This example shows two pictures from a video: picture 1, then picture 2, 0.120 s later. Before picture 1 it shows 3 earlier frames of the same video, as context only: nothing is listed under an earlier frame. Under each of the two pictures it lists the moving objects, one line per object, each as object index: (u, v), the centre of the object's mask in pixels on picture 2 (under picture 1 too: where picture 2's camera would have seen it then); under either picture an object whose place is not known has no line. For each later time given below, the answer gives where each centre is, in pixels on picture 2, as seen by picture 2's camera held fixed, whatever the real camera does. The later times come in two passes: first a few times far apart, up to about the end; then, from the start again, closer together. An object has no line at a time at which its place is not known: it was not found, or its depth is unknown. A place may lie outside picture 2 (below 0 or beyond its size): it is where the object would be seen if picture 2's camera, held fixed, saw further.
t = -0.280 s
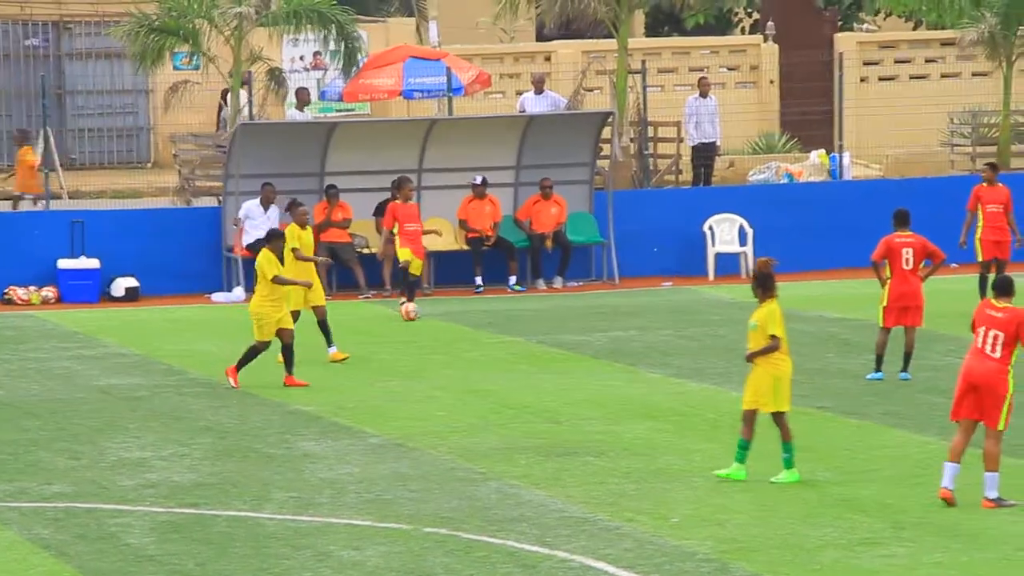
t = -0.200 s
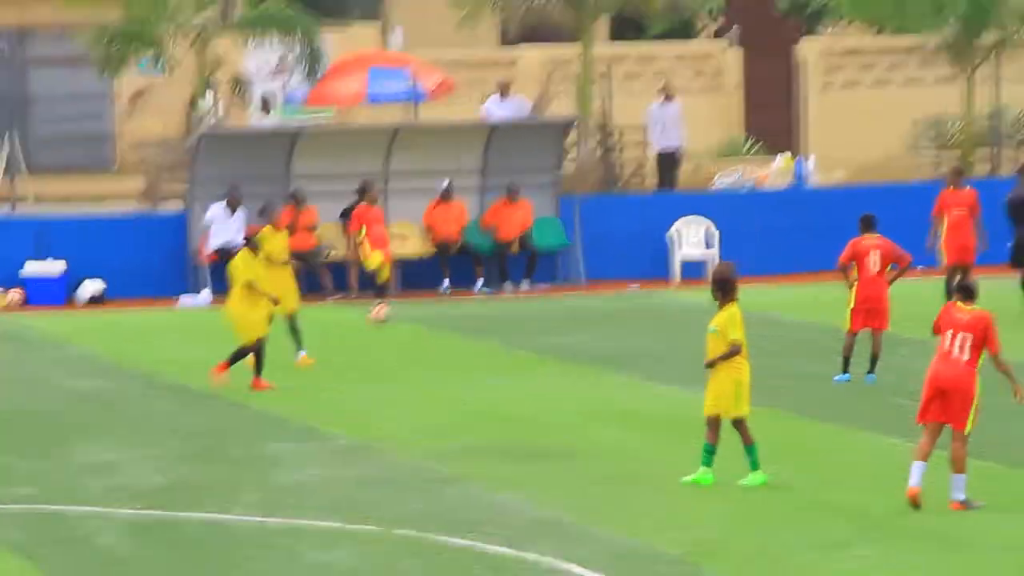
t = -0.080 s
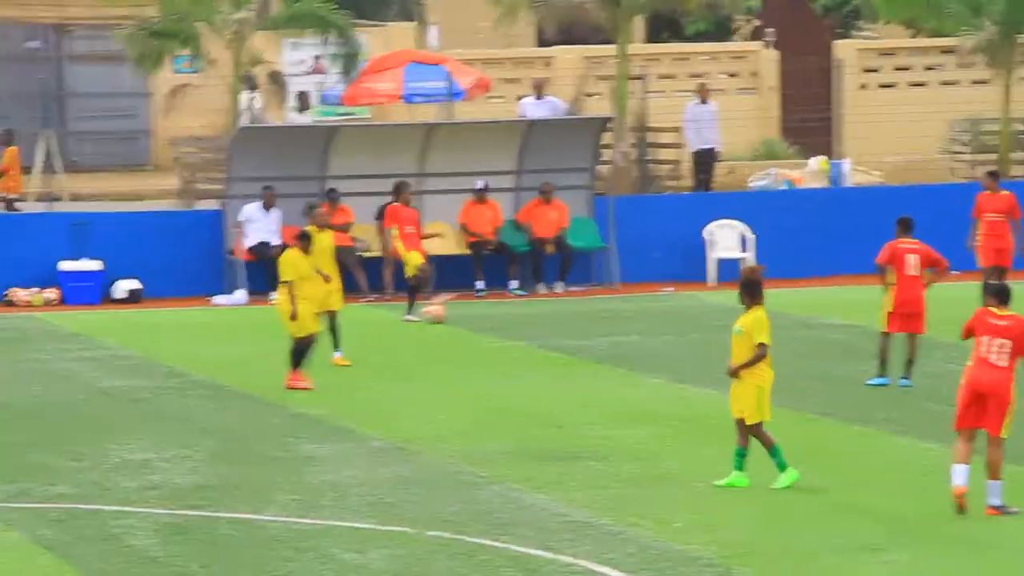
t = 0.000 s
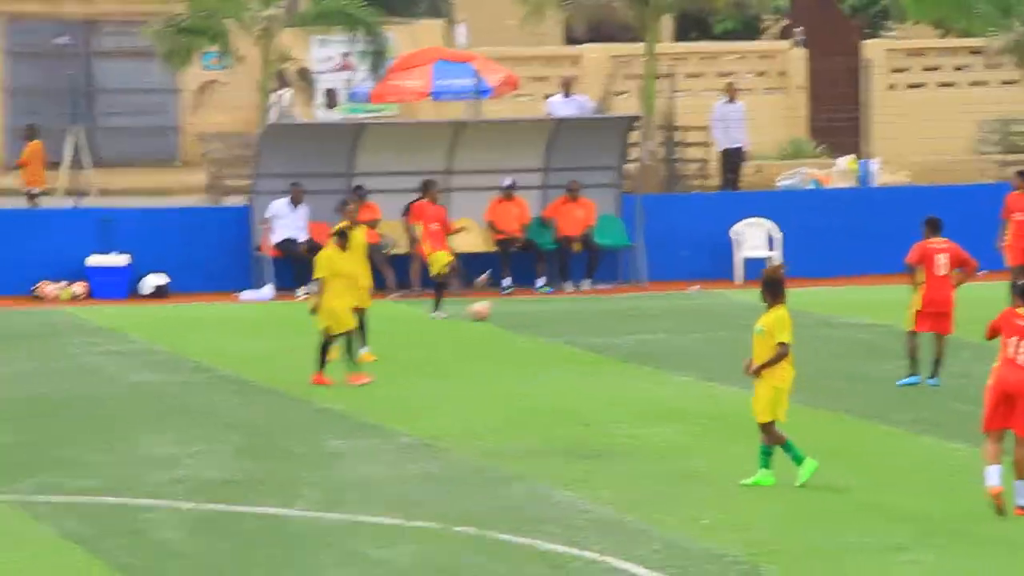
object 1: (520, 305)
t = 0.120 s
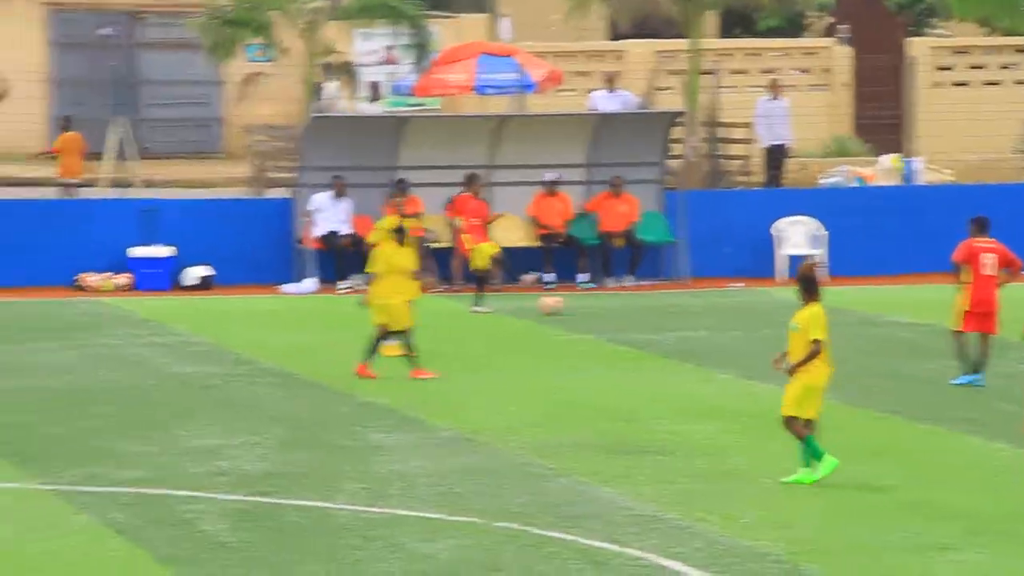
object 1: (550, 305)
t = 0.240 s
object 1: (571, 305)
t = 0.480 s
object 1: (622, 305)
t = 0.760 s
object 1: (681, 305)
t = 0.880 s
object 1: (705, 305)
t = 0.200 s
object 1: (561, 305)
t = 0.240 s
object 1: (571, 305)
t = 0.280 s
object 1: (579, 305)
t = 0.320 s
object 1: (588, 305)
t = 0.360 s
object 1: (597, 304)
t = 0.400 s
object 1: (605, 305)
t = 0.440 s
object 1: (614, 305)
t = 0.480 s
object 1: (622, 305)
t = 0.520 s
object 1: (631, 306)
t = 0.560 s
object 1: (639, 305)
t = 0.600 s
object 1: (648, 305)
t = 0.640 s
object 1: (656, 305)
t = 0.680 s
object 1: (665, 306)
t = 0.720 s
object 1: (673, 305)
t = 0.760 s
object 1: (681, 305)
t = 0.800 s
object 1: (689, 305)
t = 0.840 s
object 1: (697, 305)
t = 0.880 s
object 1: (705, 305)
